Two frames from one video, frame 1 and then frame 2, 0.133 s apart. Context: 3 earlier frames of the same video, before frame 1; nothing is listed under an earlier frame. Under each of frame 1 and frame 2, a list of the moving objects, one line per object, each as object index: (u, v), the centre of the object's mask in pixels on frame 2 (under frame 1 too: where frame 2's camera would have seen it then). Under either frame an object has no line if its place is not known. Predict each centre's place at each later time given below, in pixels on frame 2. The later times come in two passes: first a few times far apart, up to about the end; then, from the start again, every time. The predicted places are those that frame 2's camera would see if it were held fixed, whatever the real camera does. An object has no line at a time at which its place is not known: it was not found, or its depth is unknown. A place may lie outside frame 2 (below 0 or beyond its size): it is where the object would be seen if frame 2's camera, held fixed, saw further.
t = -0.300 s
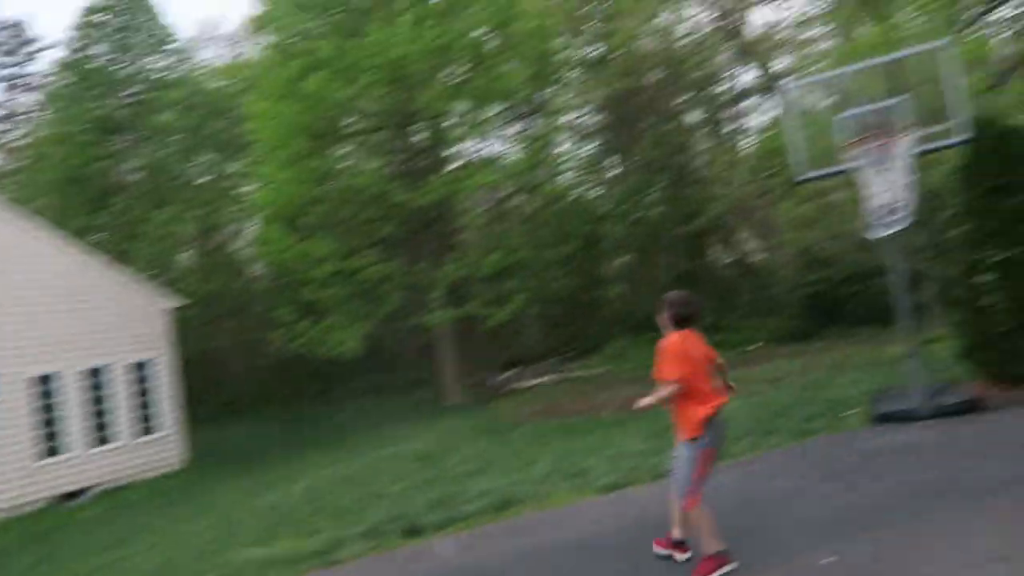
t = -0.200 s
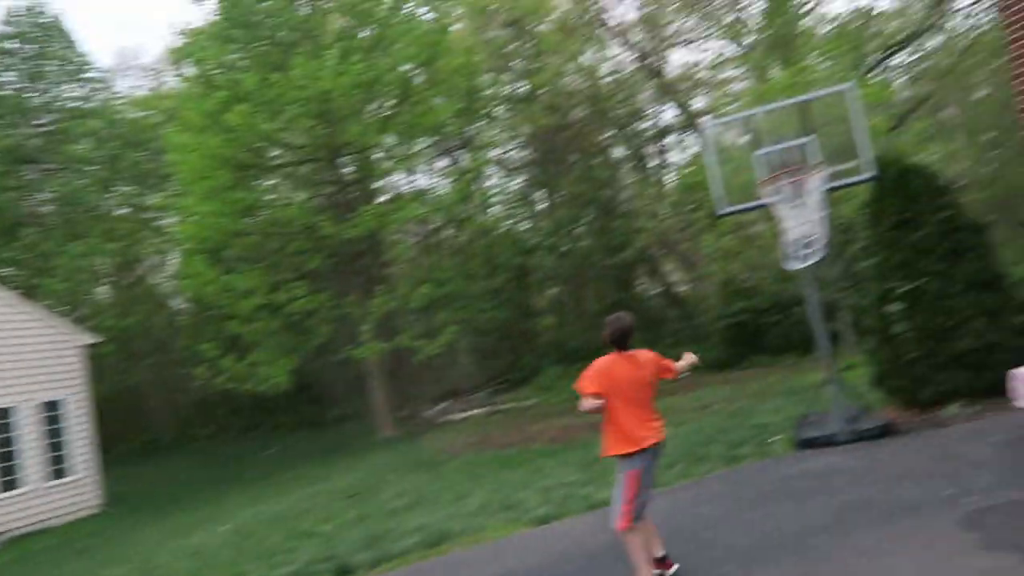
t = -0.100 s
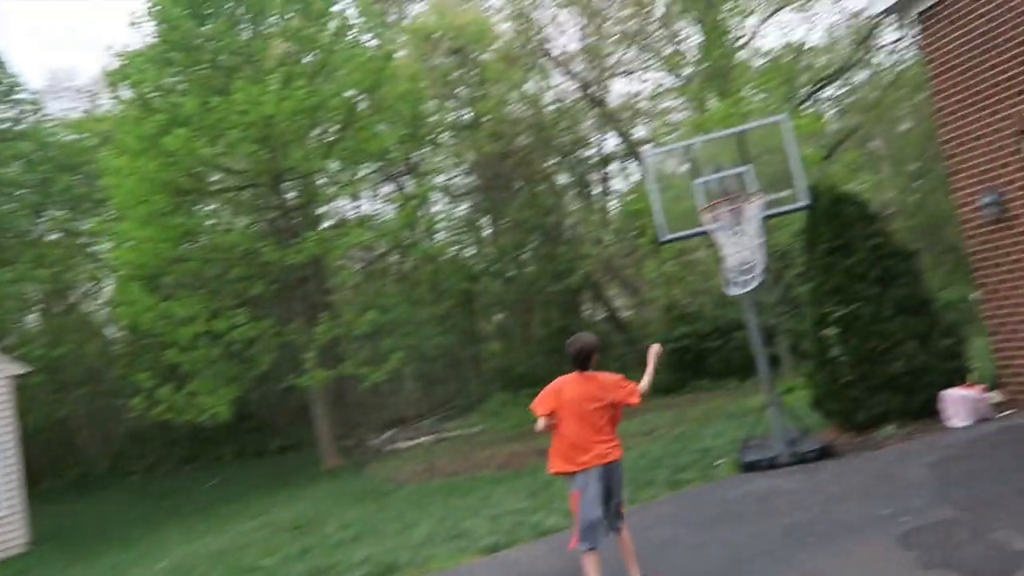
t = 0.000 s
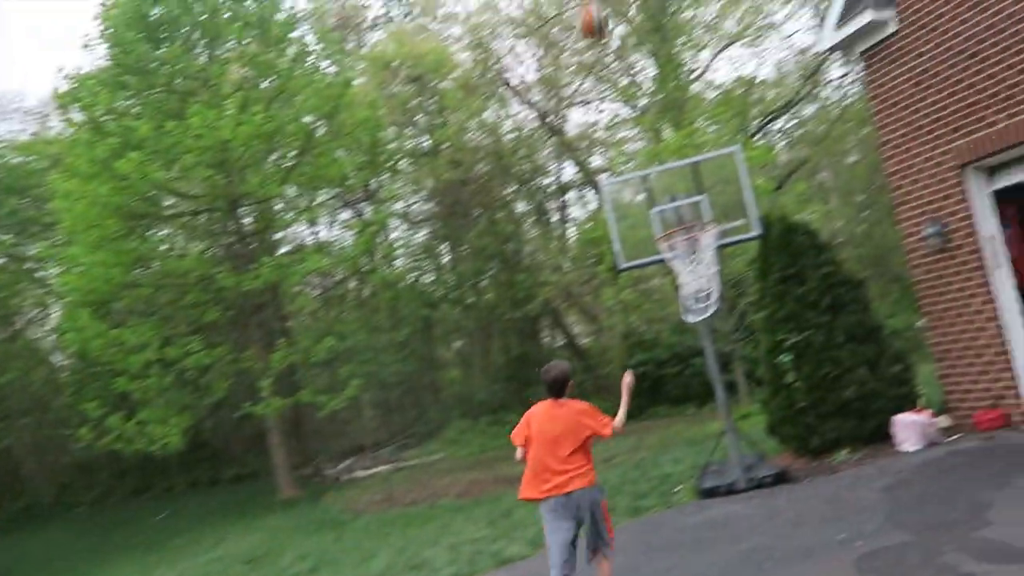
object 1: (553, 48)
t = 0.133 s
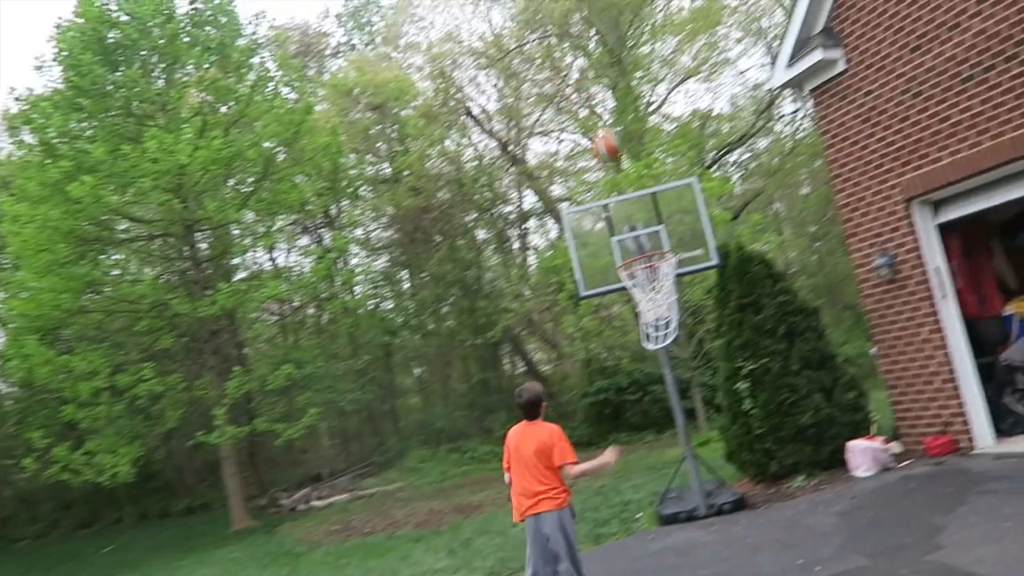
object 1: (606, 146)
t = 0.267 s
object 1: (653, 244)
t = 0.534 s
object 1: (660, 272)
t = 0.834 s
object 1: (639, 287)
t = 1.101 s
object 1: (655, 310)
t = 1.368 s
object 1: (656, 314)
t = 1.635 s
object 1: (656, 328)
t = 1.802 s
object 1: (657, 334)
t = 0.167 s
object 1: (619, 170)
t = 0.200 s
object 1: (630, 194)
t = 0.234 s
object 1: (641, 217)
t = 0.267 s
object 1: (653, 244)
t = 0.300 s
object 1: (656, 259)
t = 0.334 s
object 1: (651, 265)
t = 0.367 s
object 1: (638, 268)
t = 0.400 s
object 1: (634, 268)
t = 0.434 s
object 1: (640, 266)
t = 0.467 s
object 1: (648, 265)
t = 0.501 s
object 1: (655, 268)
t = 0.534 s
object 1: (660, 272)
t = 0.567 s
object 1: (660, 277)
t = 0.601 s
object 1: (655, 279)
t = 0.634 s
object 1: (648, 281)
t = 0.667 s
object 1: (645, 283)
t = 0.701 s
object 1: (644, 283)
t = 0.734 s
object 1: (642, 283)
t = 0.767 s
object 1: (640, 284)
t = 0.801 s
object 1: (640, 286)
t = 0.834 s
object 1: (639, 287)
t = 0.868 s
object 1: (640, 288)
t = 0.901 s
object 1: (640, 289)
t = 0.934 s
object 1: (643, 290)
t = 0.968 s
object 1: (643, 293)
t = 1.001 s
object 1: (645, 296)
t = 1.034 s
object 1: (649, 300)
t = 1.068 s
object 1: (652, 304)
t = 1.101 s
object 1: (655, 310)
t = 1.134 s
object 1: (656, 317)
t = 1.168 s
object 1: (657, 318)
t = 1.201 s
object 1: (658, 318)
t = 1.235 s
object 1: (658, 318)
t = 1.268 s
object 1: (657, 317)
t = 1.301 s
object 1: (657, 316)
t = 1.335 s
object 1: (657, 314)
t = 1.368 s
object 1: (656, 314)
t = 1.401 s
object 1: (656, 314)
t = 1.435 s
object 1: (656, 315)
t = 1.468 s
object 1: (656, 319)
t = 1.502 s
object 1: (656, 321)
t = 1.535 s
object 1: (655, 323)
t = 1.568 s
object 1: (655, 325)
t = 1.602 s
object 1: (656, 326)
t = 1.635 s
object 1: (656, 328)
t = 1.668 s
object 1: (656, 329)
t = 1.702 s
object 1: (656, 330)
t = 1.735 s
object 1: (656, 328)
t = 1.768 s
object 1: (656, 331)
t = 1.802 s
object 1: (657, 334)
